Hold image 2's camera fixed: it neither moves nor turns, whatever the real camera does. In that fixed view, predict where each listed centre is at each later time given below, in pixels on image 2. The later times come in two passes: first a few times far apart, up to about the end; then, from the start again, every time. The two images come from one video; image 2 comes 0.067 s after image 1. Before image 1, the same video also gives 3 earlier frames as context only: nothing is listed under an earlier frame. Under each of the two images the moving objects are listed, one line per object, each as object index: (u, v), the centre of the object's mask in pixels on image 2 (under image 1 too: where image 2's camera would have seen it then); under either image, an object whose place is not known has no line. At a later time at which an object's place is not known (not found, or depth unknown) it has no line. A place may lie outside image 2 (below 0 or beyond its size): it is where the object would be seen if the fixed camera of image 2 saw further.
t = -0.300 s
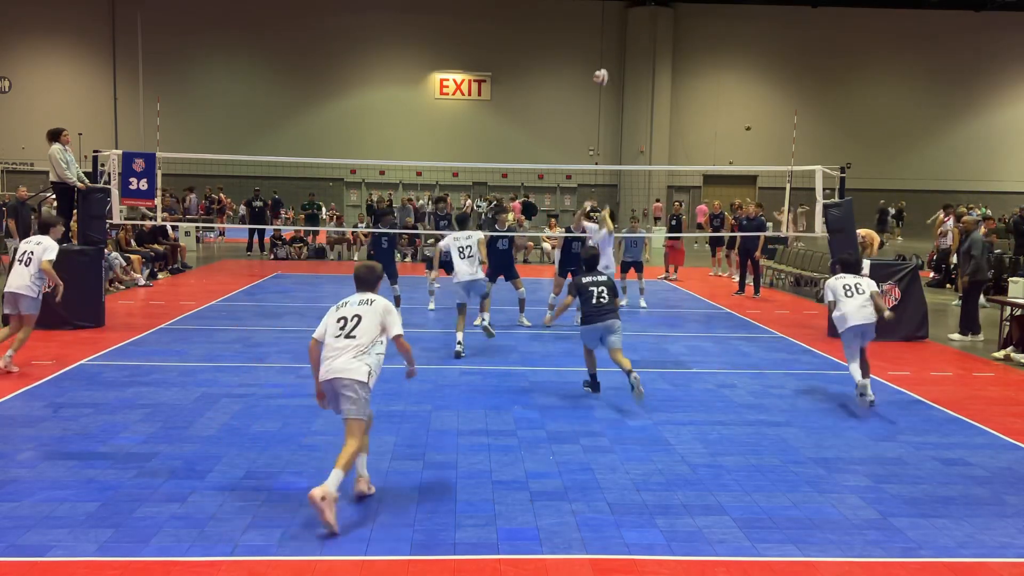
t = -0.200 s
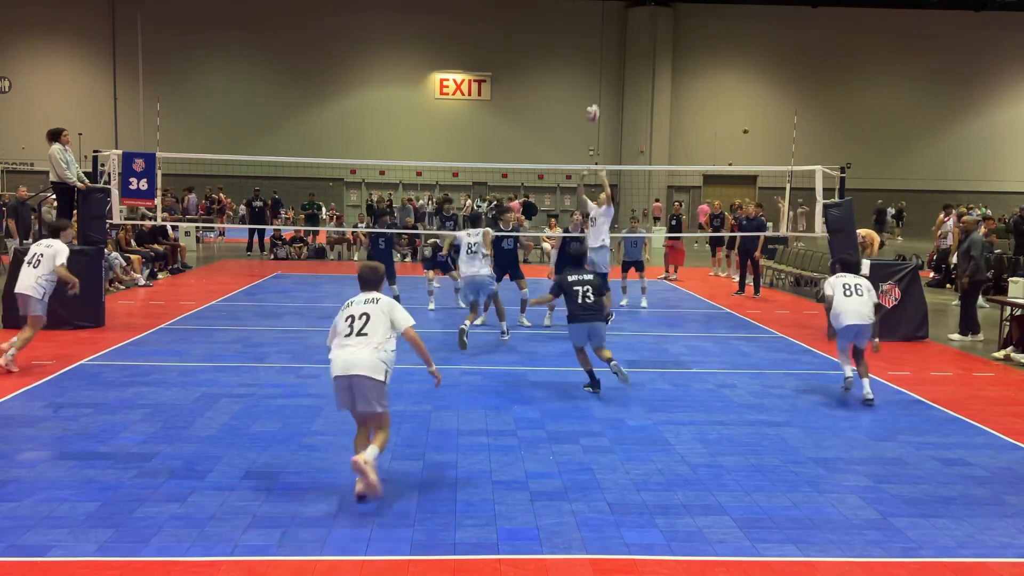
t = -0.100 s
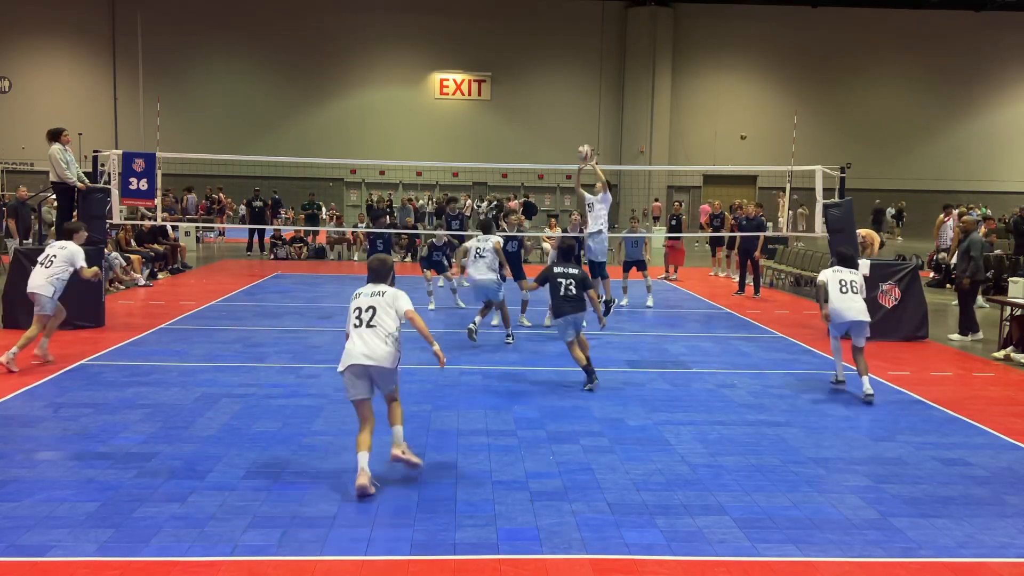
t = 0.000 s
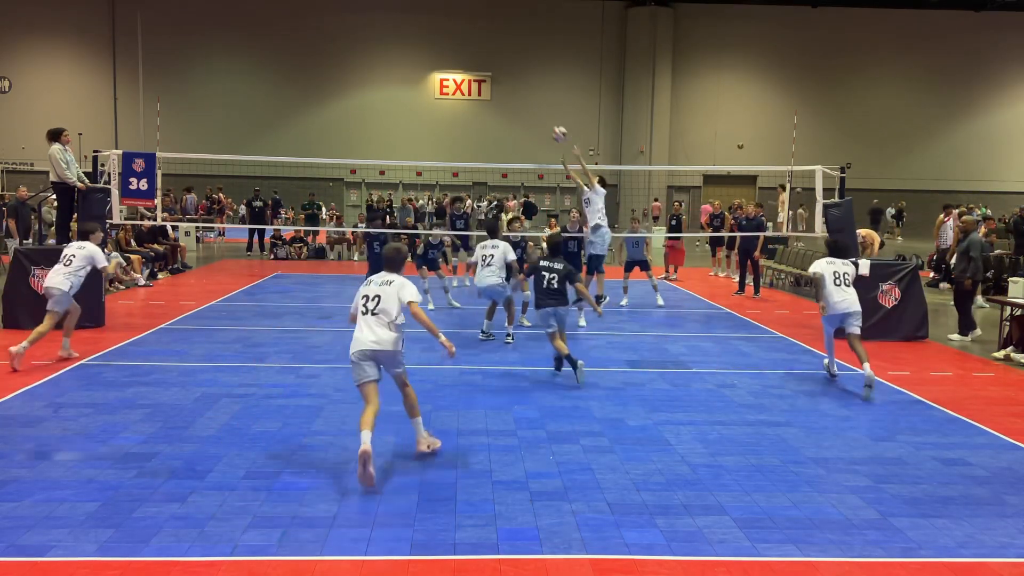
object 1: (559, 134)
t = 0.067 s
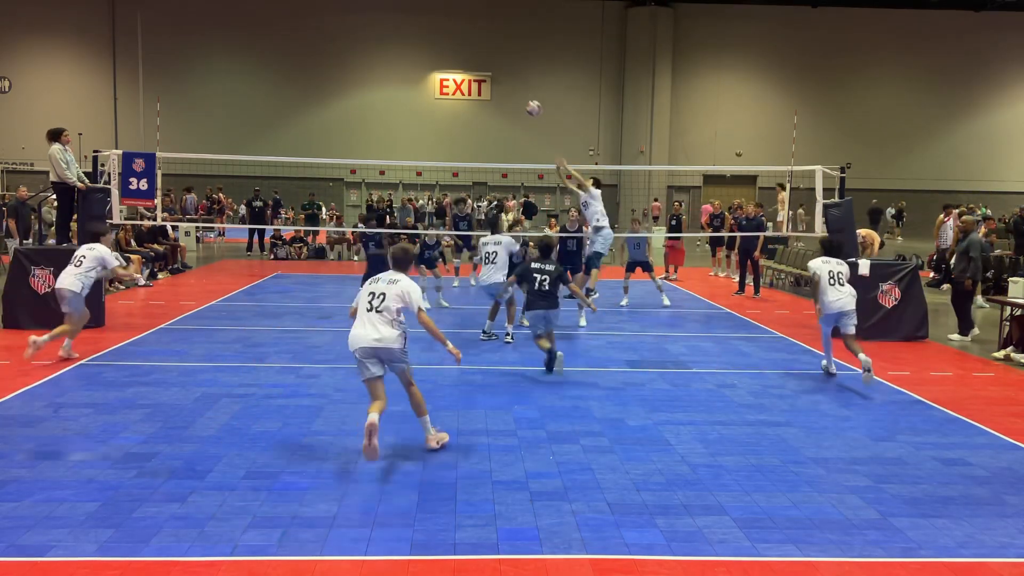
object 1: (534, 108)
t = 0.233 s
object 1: (470, 59)
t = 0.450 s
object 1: (387, 24)
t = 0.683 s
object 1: (299, 26)
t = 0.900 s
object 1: (220, 62)
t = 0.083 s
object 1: (528, 102)
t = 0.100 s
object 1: (521, 97)
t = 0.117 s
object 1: (515, 91)
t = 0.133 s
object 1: (508, 86)
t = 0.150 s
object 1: (502, 81)
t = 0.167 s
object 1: (495, 76)
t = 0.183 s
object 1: (489, 71)
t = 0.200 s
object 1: (483, 68)
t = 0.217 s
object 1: (476, 63)
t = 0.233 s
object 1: (470, 59)
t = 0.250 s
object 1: (463, 55)
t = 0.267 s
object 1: (457, 51)
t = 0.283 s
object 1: (451, 48)
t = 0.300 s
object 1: (444, 45)
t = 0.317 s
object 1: (438, 42)
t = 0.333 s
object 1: (432, 39)
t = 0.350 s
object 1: (425, 36)
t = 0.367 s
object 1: (419, 34)
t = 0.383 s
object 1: (412, 32)
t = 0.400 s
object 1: (406, 30)
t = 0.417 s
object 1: (400, 28)
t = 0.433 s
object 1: (394, 26)
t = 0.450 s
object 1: (387, 24)
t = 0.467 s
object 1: (381, 23)
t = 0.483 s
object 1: (375, 22)
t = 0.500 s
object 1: (368, 21)
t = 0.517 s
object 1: (362, 20)
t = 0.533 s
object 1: (355, 20)
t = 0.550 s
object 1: (349, 20)
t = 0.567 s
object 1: (343, 19)
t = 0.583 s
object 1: (337, 19)
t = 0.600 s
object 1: (330, 19)
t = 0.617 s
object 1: (324, 21)
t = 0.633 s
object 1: (318, 22)
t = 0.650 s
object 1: (311, 22)
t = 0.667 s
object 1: (305, 24)
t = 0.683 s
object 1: (299, 26)
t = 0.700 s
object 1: (293, 27)
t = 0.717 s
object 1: (287, 29)
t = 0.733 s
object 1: (280, 31)
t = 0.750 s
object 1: (274, 33)
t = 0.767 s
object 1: (268, 36)
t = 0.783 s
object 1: (262, 38)
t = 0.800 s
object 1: (256, 41)
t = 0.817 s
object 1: (250, 44)
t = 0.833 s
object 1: (244, 47)
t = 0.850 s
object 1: (238, 50)
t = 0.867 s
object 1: (232, 54)
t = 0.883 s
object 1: (226, 58)
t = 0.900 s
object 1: (220, 62)
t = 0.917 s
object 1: (214, 66)
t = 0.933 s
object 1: (208, 71)
